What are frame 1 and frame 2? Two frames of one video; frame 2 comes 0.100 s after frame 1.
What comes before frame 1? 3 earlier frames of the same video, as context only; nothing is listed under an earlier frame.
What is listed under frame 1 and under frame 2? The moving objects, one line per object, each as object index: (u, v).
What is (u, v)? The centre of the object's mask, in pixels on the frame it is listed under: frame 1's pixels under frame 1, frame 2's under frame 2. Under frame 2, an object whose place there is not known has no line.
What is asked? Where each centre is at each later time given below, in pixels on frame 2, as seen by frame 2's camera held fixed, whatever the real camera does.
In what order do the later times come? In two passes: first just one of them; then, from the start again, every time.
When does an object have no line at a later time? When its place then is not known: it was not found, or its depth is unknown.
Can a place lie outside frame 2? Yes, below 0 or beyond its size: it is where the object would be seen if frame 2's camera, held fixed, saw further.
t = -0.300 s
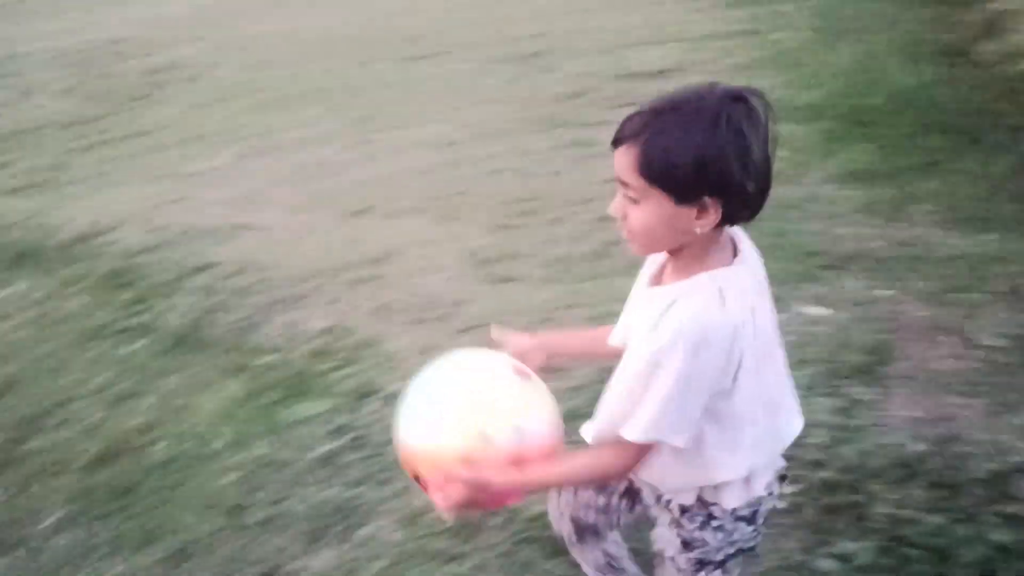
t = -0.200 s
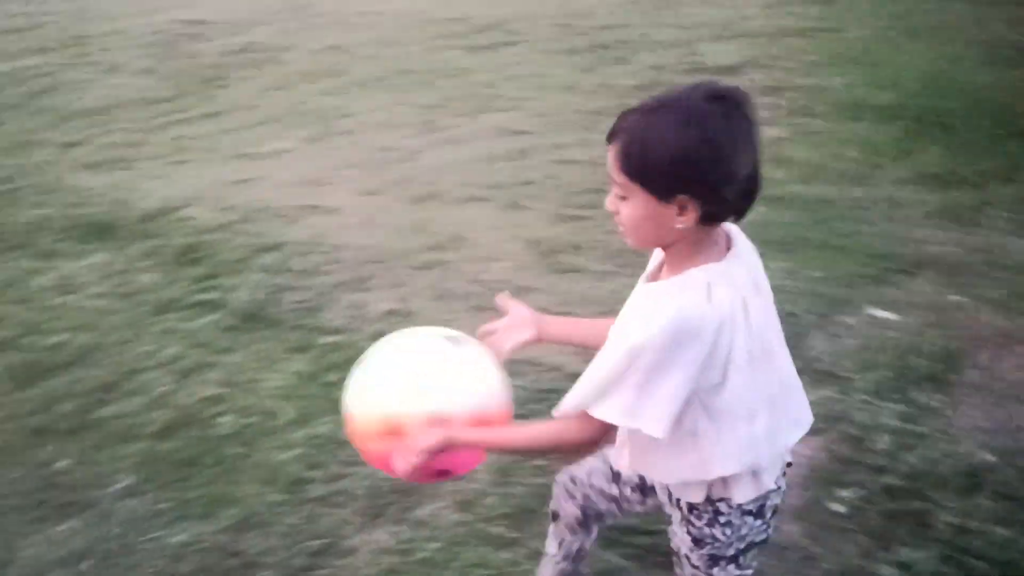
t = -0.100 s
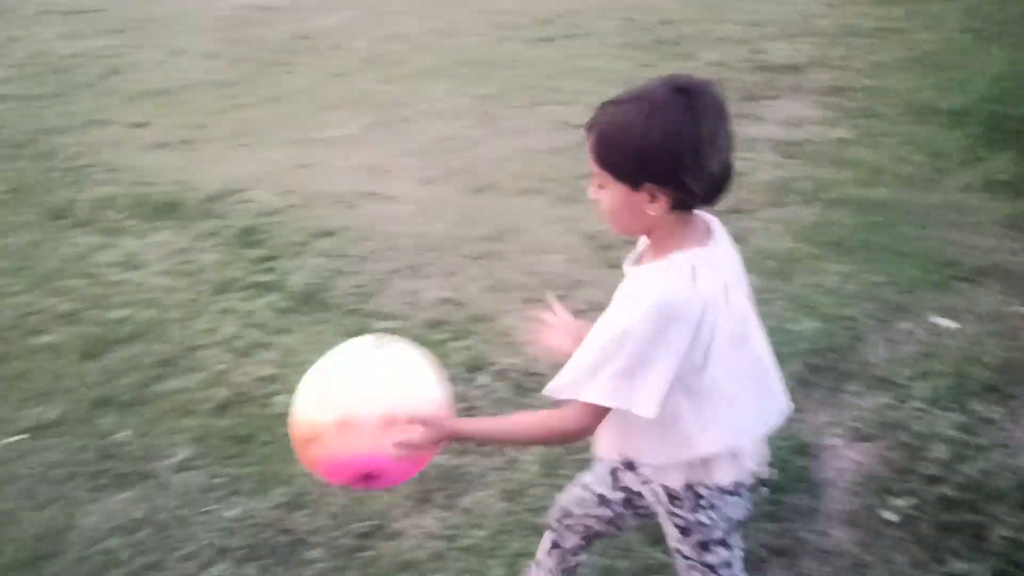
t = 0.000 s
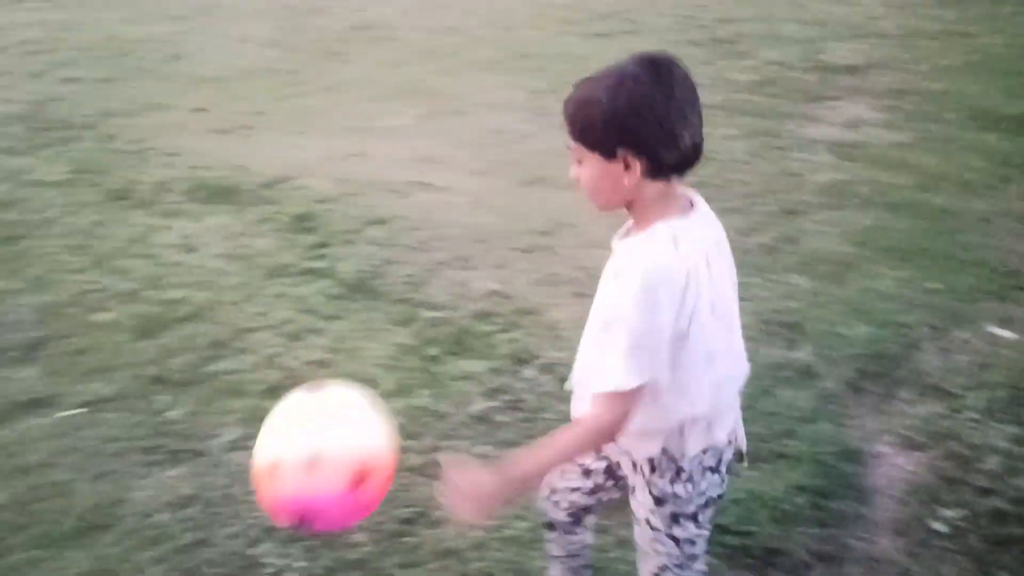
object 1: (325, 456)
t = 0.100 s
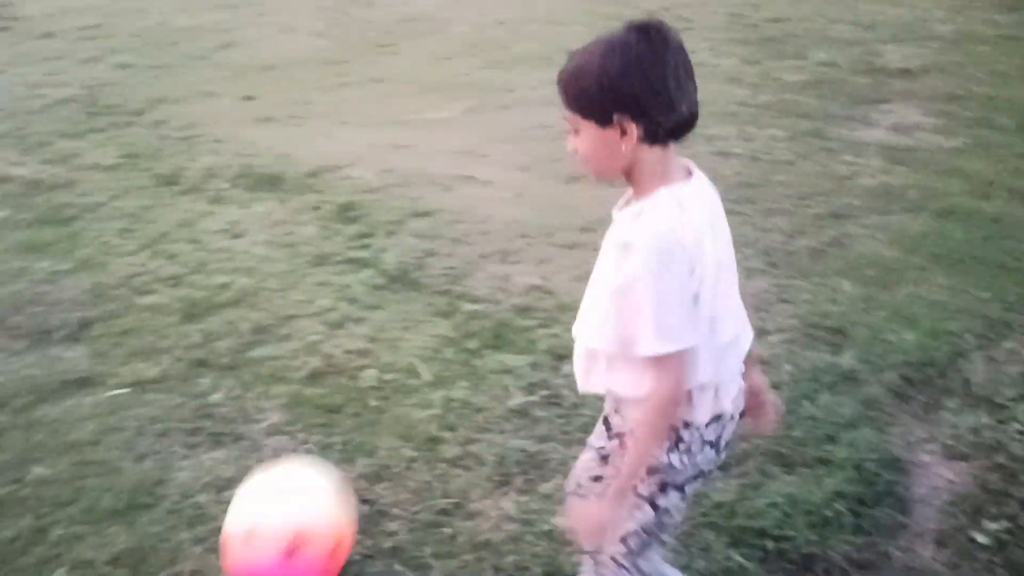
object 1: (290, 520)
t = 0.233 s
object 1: (220, 491)
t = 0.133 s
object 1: (269, 529)
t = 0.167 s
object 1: (252, 517)
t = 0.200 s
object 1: (235, 503)
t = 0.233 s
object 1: (220, 491)
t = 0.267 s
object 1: (205, 484)
